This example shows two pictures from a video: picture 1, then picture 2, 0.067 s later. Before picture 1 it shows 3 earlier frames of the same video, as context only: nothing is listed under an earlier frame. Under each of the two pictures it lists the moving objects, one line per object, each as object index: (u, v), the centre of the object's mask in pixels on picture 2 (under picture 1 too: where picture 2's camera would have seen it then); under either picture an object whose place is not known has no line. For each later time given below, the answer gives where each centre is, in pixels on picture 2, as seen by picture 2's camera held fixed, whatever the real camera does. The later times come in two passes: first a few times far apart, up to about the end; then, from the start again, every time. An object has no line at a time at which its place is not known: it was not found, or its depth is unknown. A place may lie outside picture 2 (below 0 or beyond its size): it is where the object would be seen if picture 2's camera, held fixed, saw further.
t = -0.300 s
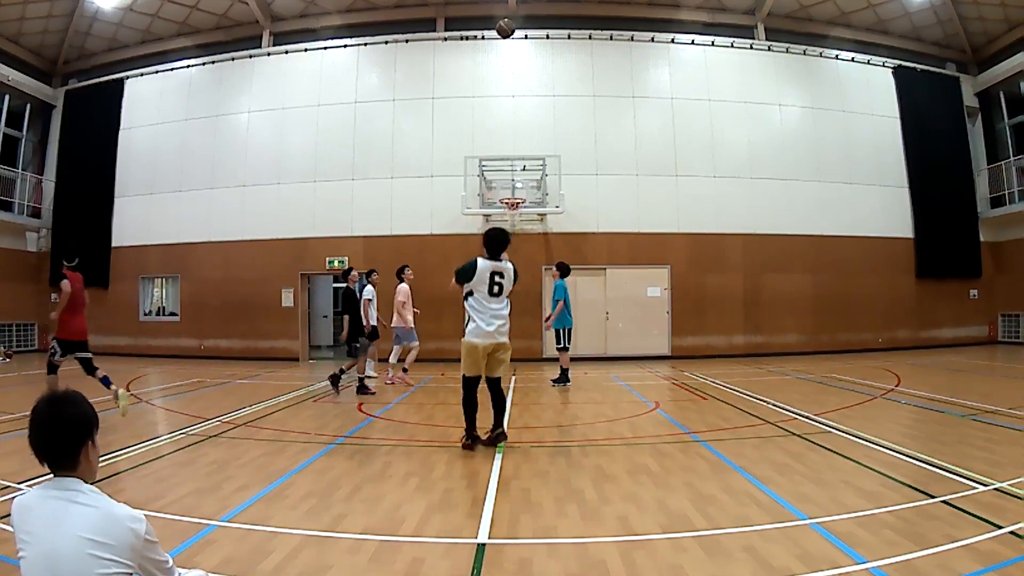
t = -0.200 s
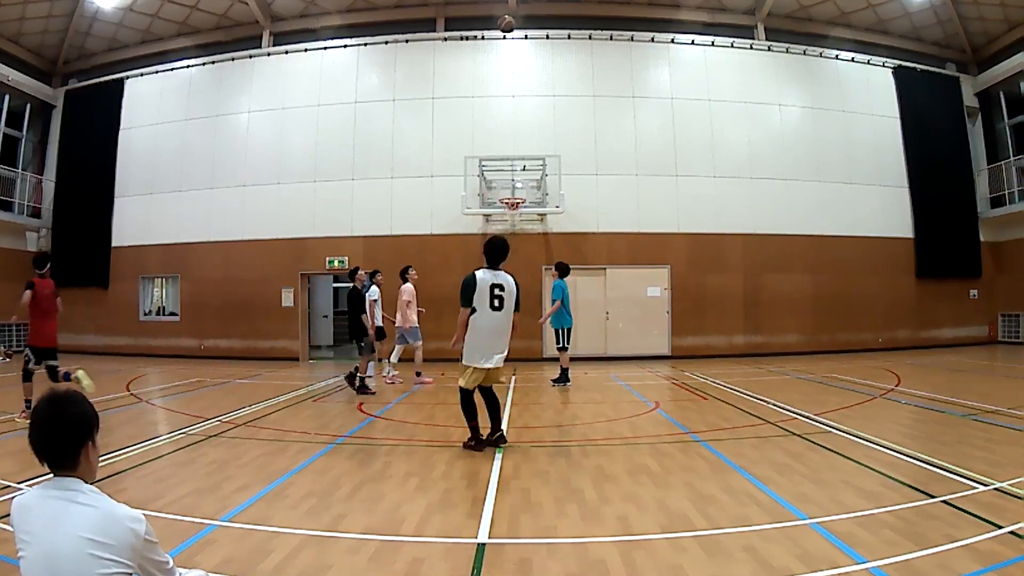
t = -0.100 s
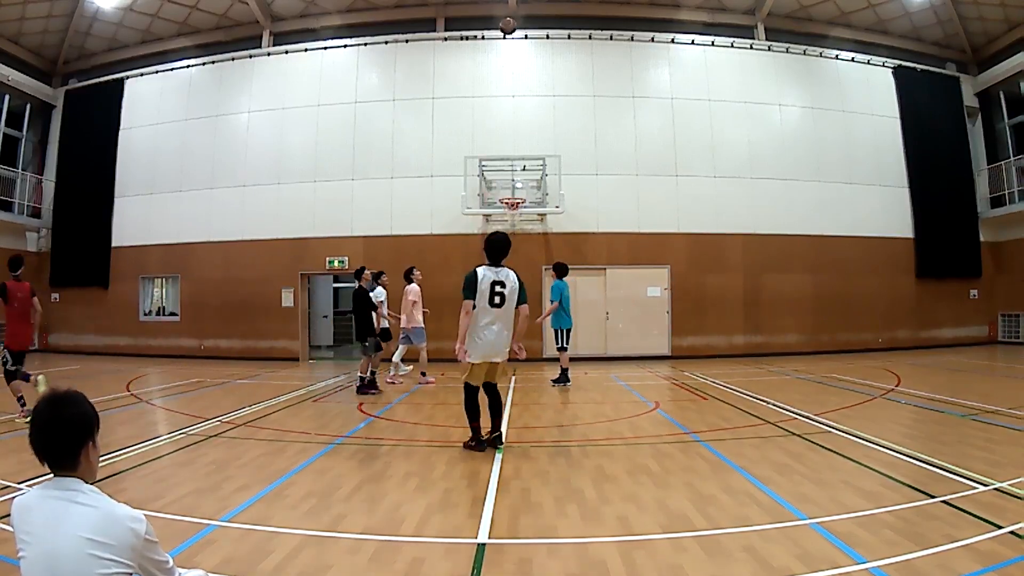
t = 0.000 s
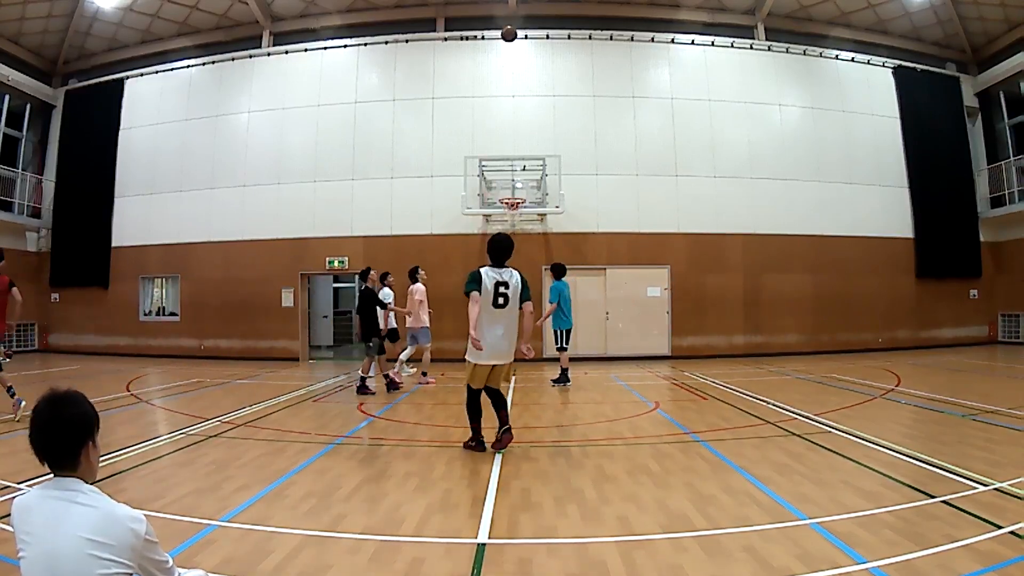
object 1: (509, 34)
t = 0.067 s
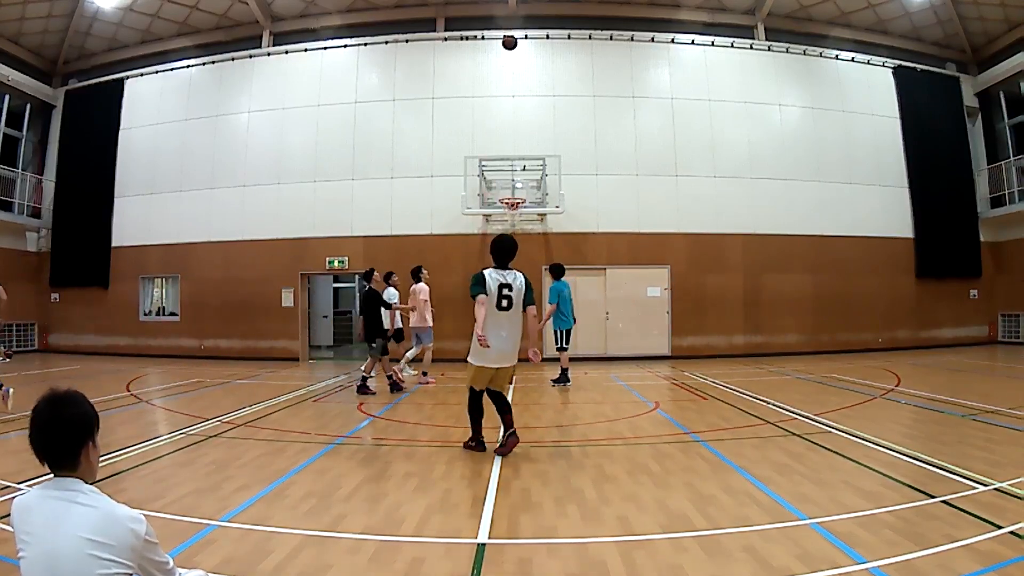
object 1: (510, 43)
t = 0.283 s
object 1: (512, 83)
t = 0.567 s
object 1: (515, 164)
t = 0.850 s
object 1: (511, 224)
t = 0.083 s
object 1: (510, 45)
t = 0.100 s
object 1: (510, 48)
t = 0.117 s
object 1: (510, 50)
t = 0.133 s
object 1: (511, 53)
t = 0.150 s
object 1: (511, 56)
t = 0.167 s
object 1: (511, 59)
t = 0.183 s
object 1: (511, 62)
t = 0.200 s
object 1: (511, 65)
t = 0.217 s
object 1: (512, 68)
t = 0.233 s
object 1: (512, 72)
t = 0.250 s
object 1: (512, 75)
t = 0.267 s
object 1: (512, 79)
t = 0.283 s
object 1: (512, 83)
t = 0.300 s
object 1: (513, 87)
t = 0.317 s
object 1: (513, 91)
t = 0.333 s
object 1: (513, 95)
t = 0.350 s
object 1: (513, 99)
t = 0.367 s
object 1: (513, 104)
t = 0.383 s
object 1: (514, 108)
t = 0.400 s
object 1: (514, 113)
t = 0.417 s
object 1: (514, 117)
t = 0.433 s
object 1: (514, 122)
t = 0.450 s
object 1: (514, 127)
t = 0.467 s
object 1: (514, 132)
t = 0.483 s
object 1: (515, 137)
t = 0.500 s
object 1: (515, 142)
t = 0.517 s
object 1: (515, 147)
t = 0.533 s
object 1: (515, 153)
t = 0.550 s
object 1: (515, 158)
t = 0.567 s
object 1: (515, 164)
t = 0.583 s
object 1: (515, 169)
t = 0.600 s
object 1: (516, 176)
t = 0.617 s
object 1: (516, 181)
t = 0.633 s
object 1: (516, 187)
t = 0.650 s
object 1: (516, 193)
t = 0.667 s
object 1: (516, 196)
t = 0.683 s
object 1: (516, 205)
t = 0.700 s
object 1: (516, 210)
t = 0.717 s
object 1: (515, 212)
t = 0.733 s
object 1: (515, 215)
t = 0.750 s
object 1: (515, 215)
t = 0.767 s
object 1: (514, 213)
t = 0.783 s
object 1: (513, 214)
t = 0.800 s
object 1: (513, 214)
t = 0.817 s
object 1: (512, 221)
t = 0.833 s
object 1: (512, 222)
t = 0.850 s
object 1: (511, 224)
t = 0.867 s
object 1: (510, 226)
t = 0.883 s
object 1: (510, 228)
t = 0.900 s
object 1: (509, 230)
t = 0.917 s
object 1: (509, 233)
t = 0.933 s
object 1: (508, 235)
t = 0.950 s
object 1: (508, 238)
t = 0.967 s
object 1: (507, 240)
